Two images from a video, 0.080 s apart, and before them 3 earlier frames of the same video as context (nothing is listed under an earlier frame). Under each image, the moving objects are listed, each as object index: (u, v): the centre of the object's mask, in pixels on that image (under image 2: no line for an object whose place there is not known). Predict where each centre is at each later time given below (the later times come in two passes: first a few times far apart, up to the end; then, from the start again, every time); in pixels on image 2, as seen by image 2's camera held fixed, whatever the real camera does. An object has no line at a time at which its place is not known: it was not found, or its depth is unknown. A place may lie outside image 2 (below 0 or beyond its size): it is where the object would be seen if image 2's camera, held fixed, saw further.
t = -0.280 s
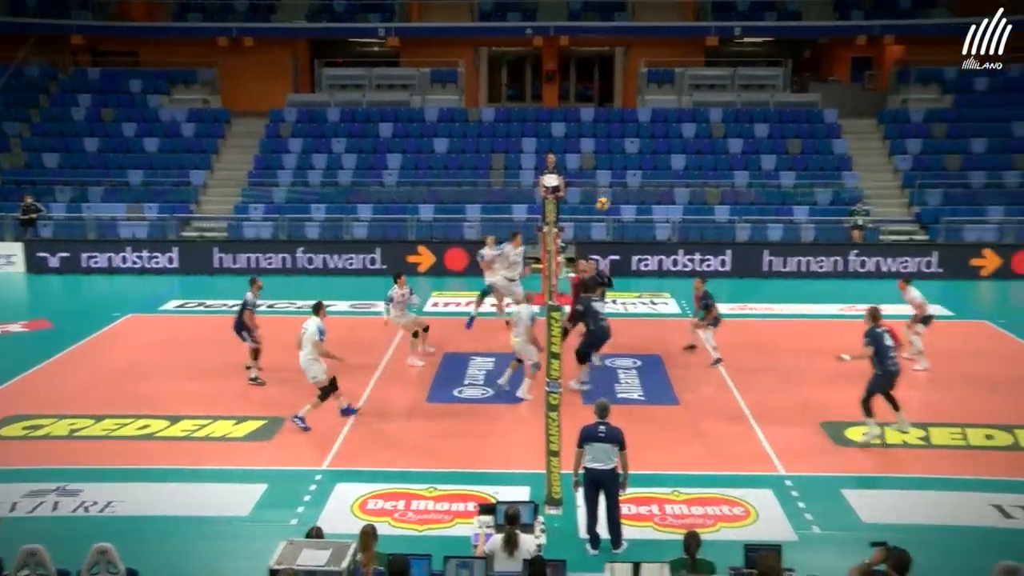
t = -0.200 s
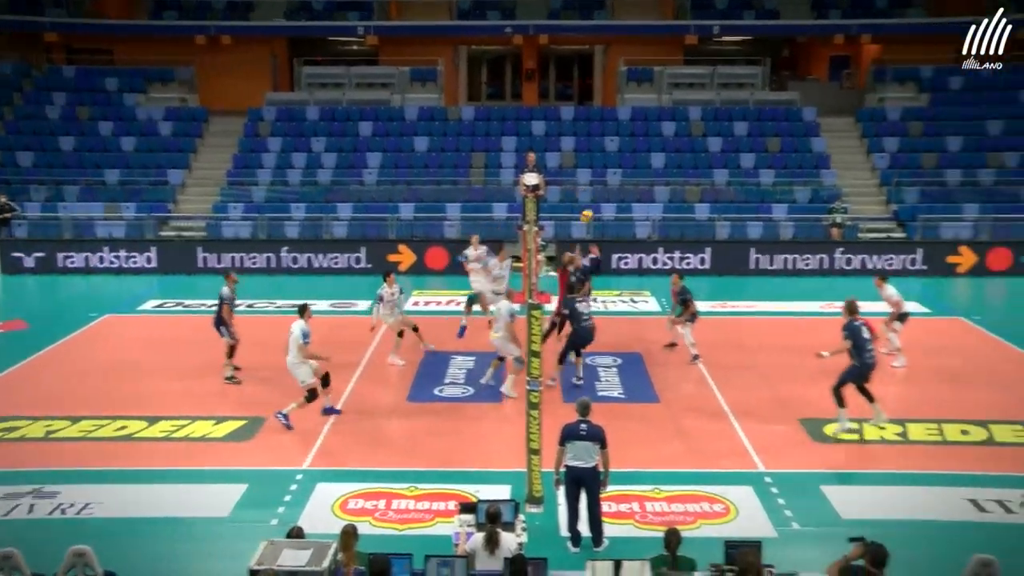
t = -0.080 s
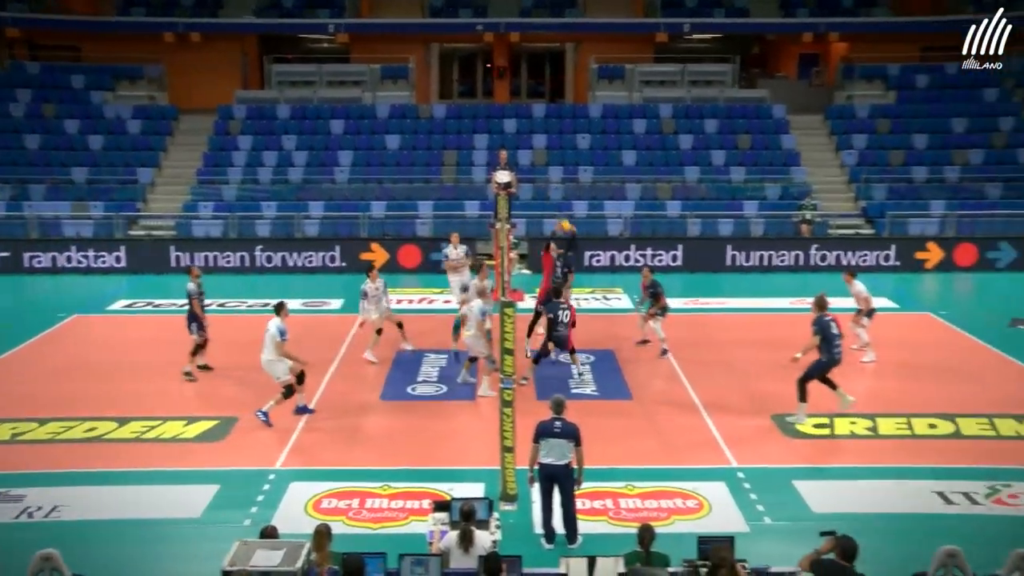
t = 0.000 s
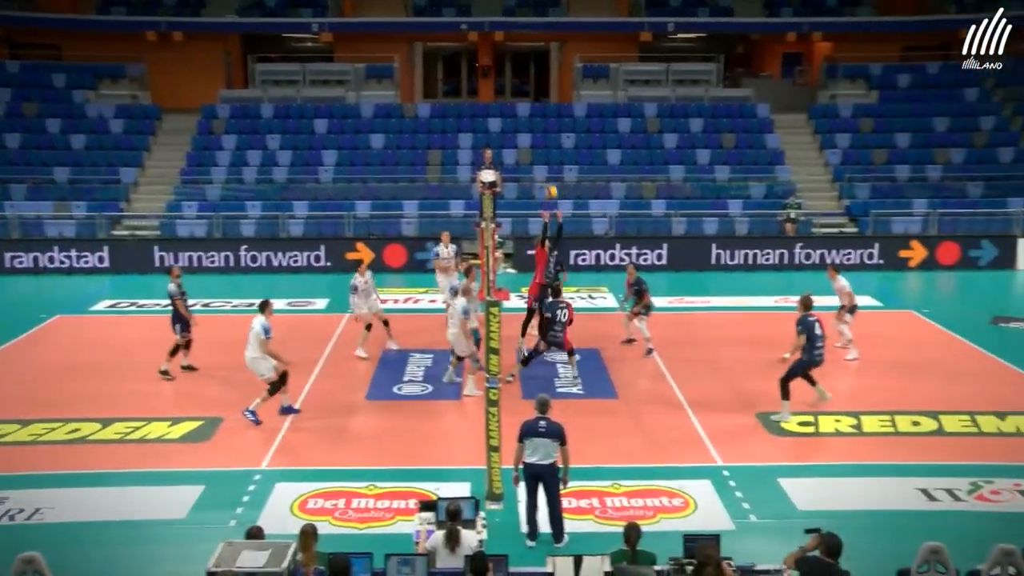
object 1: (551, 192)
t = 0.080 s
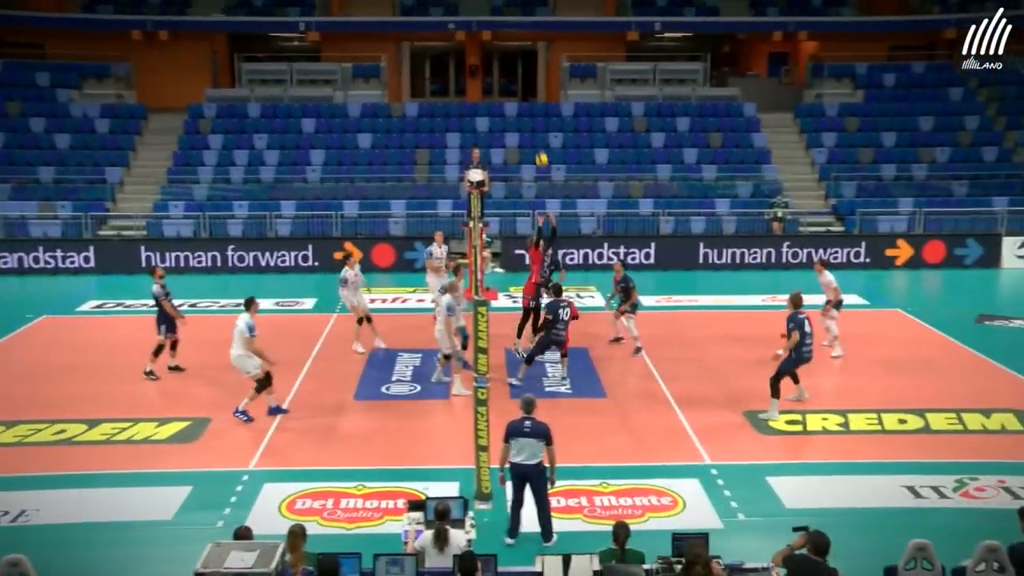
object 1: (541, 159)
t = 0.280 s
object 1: (545, 100)
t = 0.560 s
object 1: (551, 56)
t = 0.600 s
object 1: (552, 54)
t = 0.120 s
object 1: (542, 145)
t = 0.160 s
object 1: (543, 133)
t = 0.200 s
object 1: (543, 121)
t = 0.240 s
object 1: (544, 110)
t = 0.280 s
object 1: (545, 100)
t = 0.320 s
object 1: (546, 91)
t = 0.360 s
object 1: (546, 83)
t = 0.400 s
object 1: (547, 76)
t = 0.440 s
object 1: (548, 69)
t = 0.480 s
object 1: (549, 64)
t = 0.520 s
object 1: (550, 60)
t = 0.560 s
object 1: (551, 56)
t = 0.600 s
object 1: (552, 54)
